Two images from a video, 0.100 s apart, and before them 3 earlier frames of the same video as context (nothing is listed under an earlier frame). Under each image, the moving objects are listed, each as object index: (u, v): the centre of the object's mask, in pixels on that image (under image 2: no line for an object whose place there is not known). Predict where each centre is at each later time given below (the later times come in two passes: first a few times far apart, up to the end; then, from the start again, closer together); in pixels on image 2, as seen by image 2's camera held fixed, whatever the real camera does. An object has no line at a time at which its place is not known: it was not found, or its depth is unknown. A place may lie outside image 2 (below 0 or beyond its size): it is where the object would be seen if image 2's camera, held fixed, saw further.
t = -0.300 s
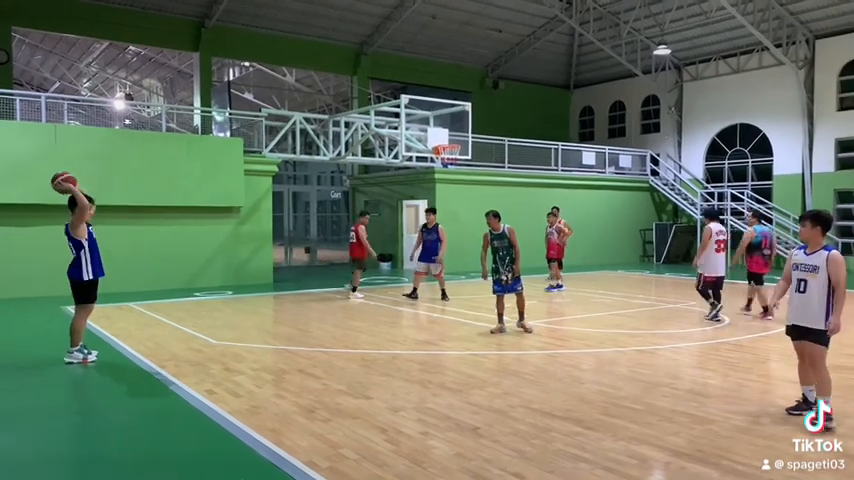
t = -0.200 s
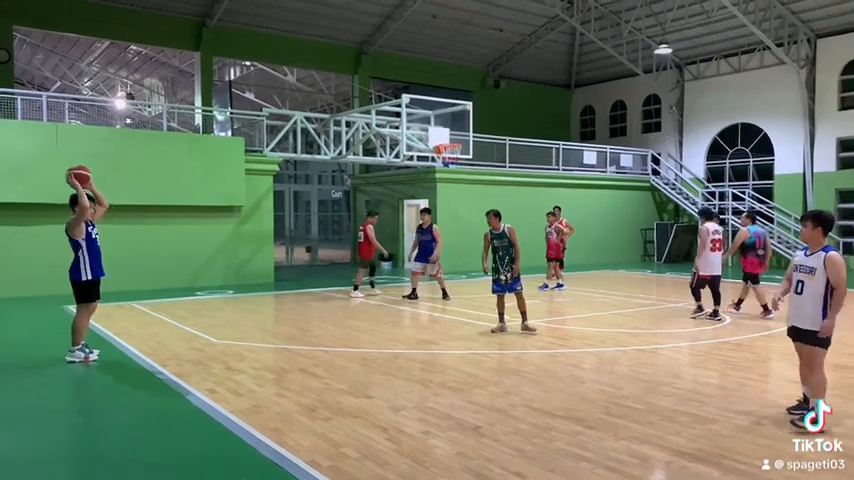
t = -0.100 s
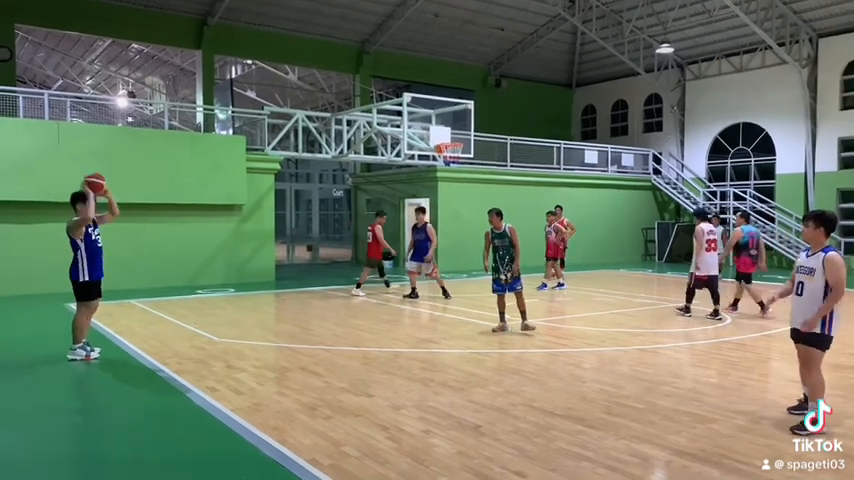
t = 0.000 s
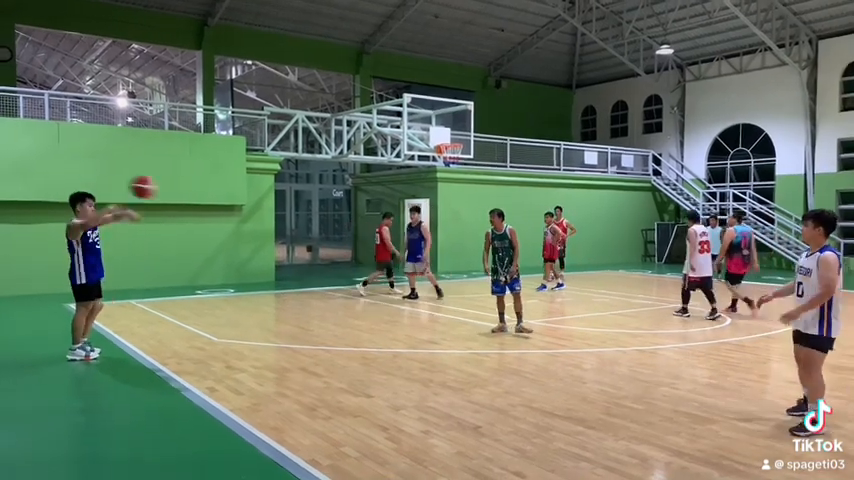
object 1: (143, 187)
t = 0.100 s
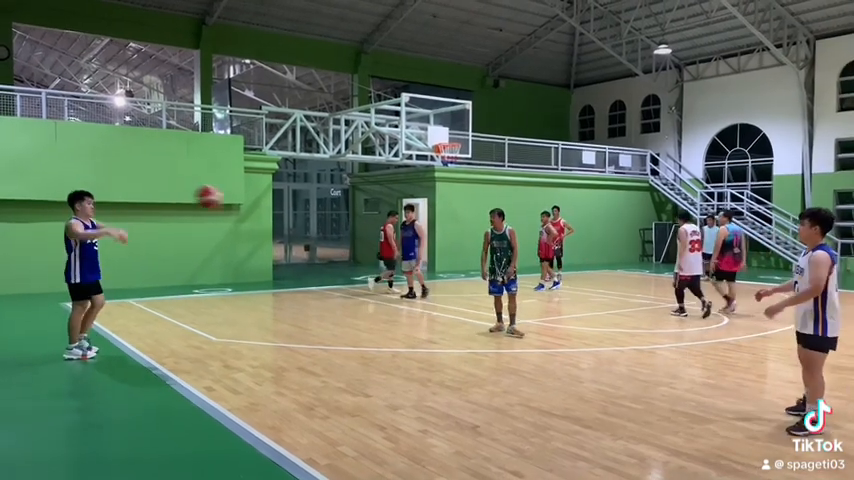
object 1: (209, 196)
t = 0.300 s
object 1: (363, 256)
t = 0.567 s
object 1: (582, 378)
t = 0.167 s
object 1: (258, 211)
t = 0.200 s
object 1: (285, 220)
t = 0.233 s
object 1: (308, 230)
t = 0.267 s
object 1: (336, 243)
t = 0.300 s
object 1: (363, 256)
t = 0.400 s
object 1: (444, 304)
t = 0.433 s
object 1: (474, 324)
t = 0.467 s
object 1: (502, 347)
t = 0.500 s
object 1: (534, 370)
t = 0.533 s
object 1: (564, 393)
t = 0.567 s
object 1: (582, 378)
